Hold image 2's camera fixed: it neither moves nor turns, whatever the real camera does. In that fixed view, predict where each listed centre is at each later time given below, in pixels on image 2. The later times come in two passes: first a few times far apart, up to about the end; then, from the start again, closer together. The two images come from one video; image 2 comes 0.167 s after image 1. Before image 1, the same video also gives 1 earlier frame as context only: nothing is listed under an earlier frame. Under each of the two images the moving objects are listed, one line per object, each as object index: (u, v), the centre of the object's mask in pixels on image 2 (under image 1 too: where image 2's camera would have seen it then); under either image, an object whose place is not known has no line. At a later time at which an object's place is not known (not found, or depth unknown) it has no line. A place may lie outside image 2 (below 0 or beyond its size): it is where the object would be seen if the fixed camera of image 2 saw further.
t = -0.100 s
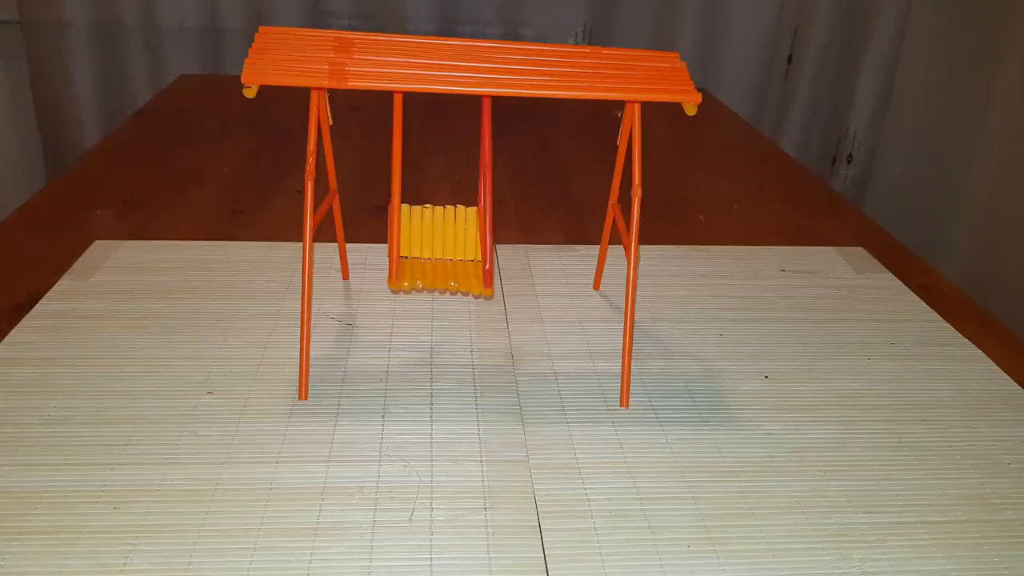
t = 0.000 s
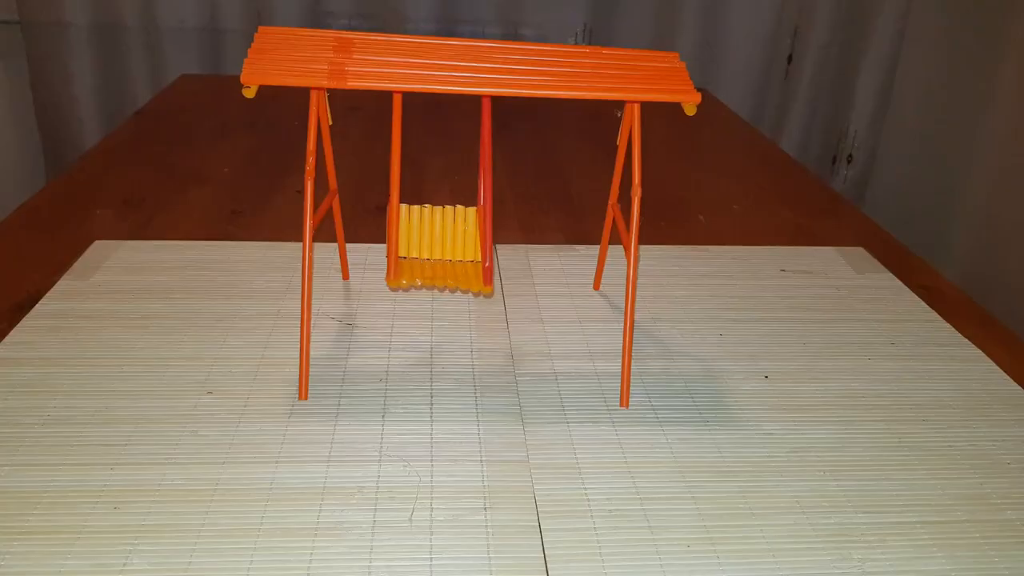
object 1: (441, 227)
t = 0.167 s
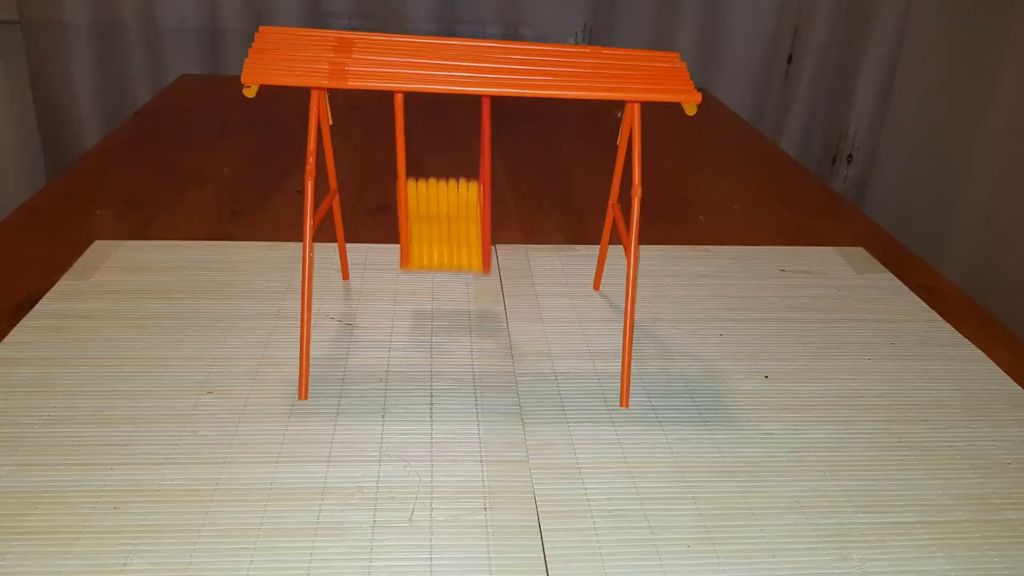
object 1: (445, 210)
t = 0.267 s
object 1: (446, 188)
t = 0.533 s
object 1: (442, 229)
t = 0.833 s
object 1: (445, 204)
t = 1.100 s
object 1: (443, 226)
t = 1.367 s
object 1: (443, 225)
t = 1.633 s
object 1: (445, 206)
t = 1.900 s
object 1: (442, 229)
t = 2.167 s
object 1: (446, 200)
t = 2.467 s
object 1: (443, 229)
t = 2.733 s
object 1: (445, 208)
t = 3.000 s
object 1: (444, 226)
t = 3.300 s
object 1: (444, 218)
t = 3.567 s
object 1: (444, 219)
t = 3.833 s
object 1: (443, 227)
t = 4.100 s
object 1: (445, 209)
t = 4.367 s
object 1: (443, 229)
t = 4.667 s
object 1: (445, 208)
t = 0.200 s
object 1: (445, 200)
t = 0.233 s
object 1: (446, 192)
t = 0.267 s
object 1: (446, 188)
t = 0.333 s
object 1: (446, 192)
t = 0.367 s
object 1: (445, 201)
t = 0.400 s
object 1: (445, 210)
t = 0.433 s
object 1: (444, 219)
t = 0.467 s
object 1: (443, 226)
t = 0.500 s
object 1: (443, 229)
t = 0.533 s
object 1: (442, 229)
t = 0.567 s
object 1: (442, 228)
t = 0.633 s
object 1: (442, 228)
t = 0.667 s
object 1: (442, 229)
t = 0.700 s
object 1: (442, 229)
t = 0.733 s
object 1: (443, 226)
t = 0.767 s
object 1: (444, 220)
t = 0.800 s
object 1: (444, 212)
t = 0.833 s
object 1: (445, 204)
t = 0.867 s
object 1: (445, 197)
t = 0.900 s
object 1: (445, 193)
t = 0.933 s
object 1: (445, 193)
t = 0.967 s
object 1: (445, 197)
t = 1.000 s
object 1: (444, 203)
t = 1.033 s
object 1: (444, 212)
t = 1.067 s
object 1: (443, 219)
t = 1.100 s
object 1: (443, 226)
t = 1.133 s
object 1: (443, 229)
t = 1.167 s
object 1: (442, 229)
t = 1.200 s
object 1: (442, 229)
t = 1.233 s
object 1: (442, 229)
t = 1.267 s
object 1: (442, 229)
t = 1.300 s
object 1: (442, 229)
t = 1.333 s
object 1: (443, 228)
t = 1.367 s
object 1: (443, 225)
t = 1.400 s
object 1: (444, 220)
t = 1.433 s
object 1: (444, 213)
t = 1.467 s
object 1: (445, 206)
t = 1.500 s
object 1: (446, 200)
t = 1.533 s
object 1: (446, 197)
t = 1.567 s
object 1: (446, 197)
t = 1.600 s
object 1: (446, 200)
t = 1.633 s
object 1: (445, 206)
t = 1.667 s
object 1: (444, 213)
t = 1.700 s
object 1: (444, 220)
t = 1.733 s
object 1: (444, 225)
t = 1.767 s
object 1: (443, 228)
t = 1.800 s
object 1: (443, 229)
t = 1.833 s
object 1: (442, 229)
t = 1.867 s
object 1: (442, 229)
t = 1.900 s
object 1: (442, 229)
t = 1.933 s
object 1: (443, 229)
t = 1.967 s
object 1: (443, 228)
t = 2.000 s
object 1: (443, 224)
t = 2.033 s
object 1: (444, 219)
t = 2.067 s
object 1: (445, 213)
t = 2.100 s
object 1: (445, 207)
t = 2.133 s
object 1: (446, 203)
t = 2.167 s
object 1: (446, 200)
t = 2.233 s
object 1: (445, 204)
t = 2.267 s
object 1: (445, 209)
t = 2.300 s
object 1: (444, 215)
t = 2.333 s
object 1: (444, 221)
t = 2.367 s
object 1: (443, 226)
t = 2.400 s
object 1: (443, 228)
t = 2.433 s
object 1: (443, 229)
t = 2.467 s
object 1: (443, 229)
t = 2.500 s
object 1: (443, 229)
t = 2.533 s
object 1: (443, 229)
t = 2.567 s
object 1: (443, 229)
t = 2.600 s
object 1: (443, 227)
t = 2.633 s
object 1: (444, 223)
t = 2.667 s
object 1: (444, 219)
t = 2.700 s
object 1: (445, 213)
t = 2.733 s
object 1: (445, 208)
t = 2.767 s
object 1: (445, 205)
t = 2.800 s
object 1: (445, 203)
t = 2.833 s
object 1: (445, 204)
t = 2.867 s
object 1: (445, 207)
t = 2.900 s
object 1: (445, 212)
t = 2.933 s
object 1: (444, 217)
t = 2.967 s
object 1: (444, 222)
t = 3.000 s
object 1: (444, 226)
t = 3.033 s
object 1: (443, 228)
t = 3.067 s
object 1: (443, 229)
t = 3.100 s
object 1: (443, 229)
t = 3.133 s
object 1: (443, 229)
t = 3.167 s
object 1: (443, 229)
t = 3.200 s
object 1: (443, 228)
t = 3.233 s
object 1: (443, 226)
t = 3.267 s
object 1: (444, 223)
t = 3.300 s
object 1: (444, 218)
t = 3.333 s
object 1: (445, 213)
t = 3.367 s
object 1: (445, 209)
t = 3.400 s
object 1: (446, 206)
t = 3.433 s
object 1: (445, 205)
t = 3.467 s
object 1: (445, 207)
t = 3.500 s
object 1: (445, 210)
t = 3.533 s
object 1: (445, 214)
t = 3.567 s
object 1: (444, 219)
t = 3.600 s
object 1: (444, 223)
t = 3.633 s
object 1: (444, 226)
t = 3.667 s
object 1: (444, 228)
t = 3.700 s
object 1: (443, 228)
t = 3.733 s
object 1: (443, 229)
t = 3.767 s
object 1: (443, 229)
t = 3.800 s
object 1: (443, 228)
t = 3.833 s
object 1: (443, 227)
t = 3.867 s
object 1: (444, 225)
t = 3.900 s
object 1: (444, 221)
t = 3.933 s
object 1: (445, 217)
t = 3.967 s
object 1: (445, 213)
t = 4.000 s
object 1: (445, 210)
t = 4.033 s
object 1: (445, 207)
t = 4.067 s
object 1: (445, 207)
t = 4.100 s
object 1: (445, 209)
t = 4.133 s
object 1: (445, 211)
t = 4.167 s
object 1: (444, 216)
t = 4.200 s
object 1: (444, 220)
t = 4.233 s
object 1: (443, 224)
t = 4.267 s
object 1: (443, 226)
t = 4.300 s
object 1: (443, 228)
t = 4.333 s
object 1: (443, 229)
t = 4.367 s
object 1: (443, 229)
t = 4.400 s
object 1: (443, 228)
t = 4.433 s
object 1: (443, 228)
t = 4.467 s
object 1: (443, 226)
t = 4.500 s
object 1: (444, 223)
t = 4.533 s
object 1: (444, 220)
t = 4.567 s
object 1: (445, 216)
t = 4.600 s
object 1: (445, 212)
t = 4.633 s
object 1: (445, 210)
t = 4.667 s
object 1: (445, 208)
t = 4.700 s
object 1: (446, 208)
